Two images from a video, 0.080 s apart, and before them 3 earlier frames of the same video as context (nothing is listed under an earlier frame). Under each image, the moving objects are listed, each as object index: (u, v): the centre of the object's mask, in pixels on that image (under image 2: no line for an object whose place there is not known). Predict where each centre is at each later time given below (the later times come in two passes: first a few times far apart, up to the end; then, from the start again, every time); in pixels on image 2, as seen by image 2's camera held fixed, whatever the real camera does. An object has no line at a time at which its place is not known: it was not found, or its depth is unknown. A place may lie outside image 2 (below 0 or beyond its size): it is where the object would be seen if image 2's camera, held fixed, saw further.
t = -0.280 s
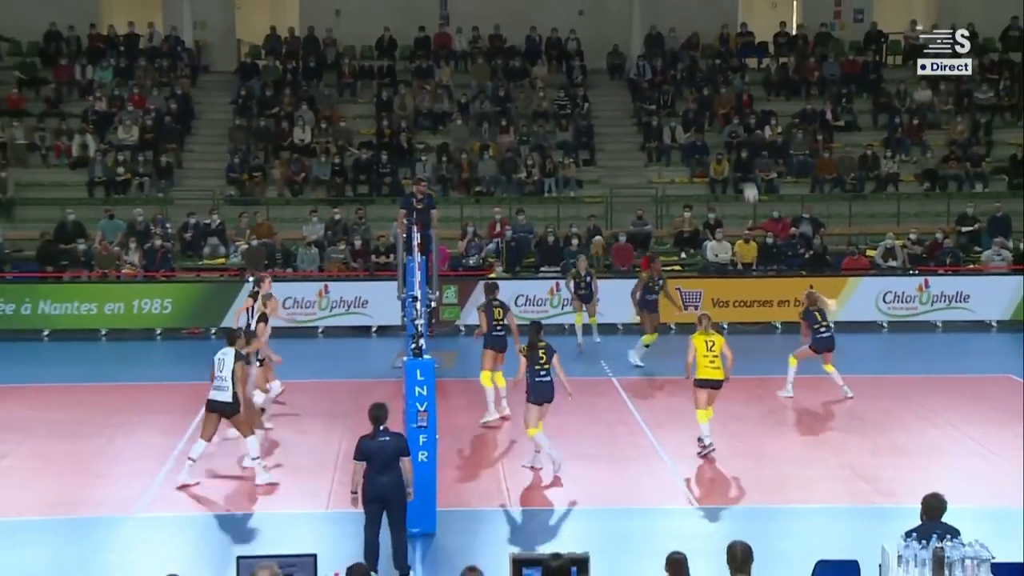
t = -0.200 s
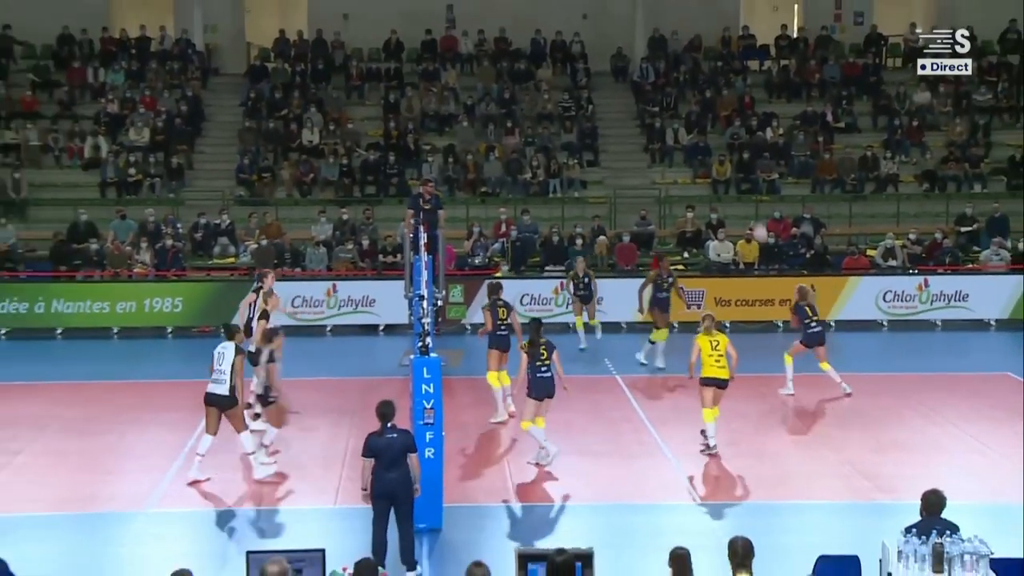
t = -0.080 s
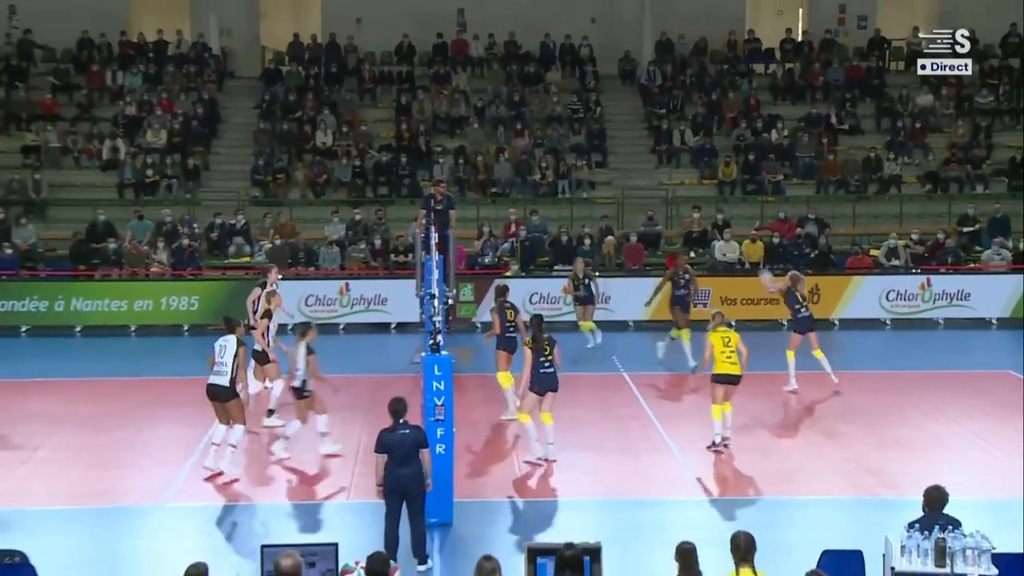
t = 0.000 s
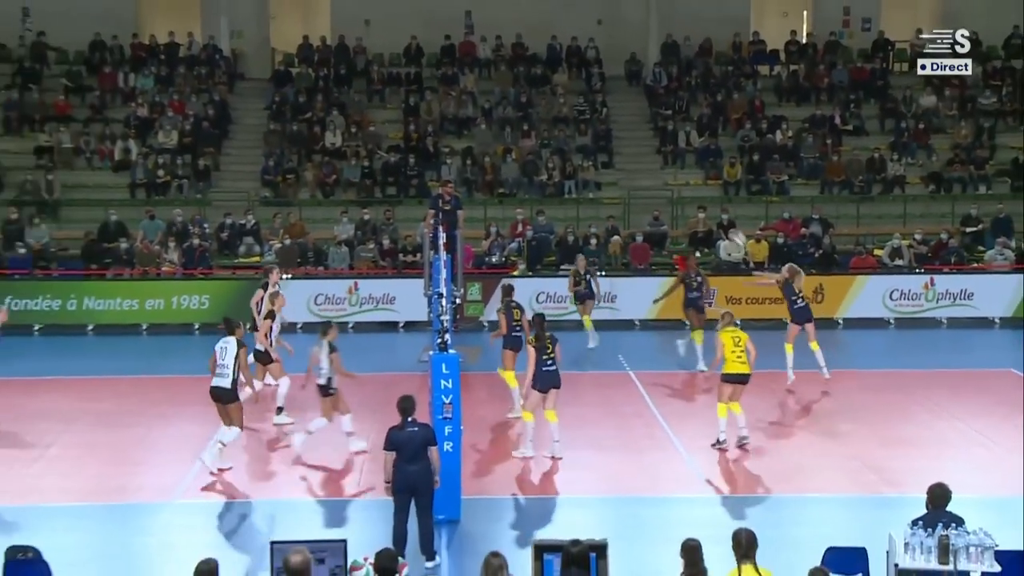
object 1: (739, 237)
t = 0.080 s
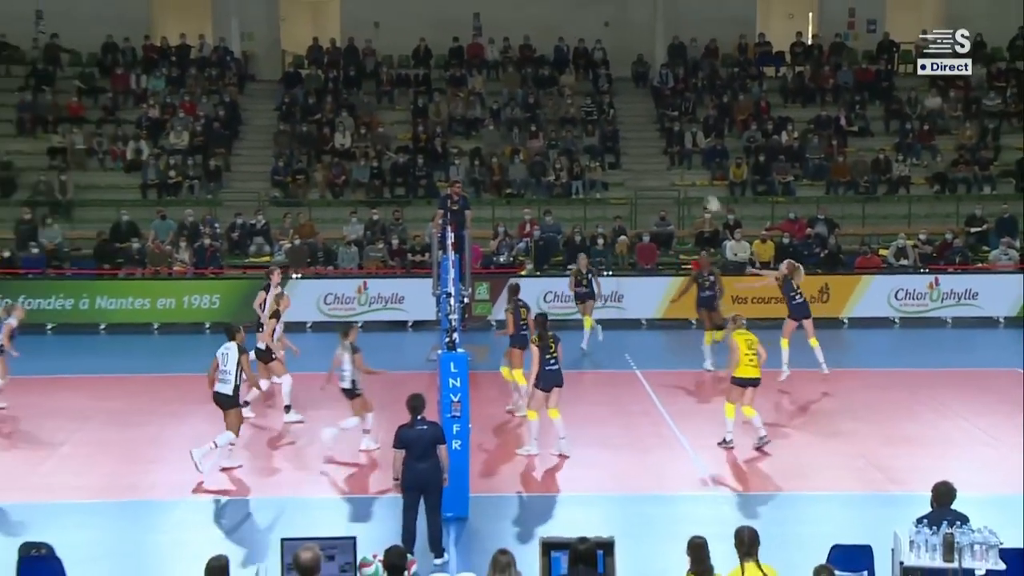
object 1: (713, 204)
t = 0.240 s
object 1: (650, 145)
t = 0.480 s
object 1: (558, 85)
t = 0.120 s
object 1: (696, 188)
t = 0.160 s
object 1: (681, 174)
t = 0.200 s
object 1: (666, 159)
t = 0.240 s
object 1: (650, 145)
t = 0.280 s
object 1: (635, 133)
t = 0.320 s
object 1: (619, 121)
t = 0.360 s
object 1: (605, 111)
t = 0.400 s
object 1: (589, 102)
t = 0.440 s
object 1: (573, 93)
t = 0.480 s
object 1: (558, 85)
